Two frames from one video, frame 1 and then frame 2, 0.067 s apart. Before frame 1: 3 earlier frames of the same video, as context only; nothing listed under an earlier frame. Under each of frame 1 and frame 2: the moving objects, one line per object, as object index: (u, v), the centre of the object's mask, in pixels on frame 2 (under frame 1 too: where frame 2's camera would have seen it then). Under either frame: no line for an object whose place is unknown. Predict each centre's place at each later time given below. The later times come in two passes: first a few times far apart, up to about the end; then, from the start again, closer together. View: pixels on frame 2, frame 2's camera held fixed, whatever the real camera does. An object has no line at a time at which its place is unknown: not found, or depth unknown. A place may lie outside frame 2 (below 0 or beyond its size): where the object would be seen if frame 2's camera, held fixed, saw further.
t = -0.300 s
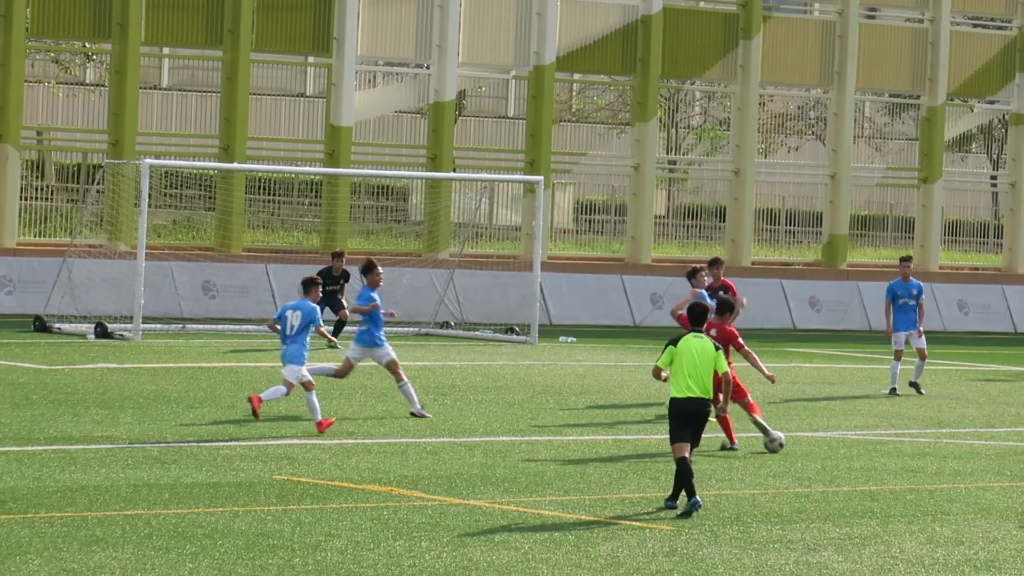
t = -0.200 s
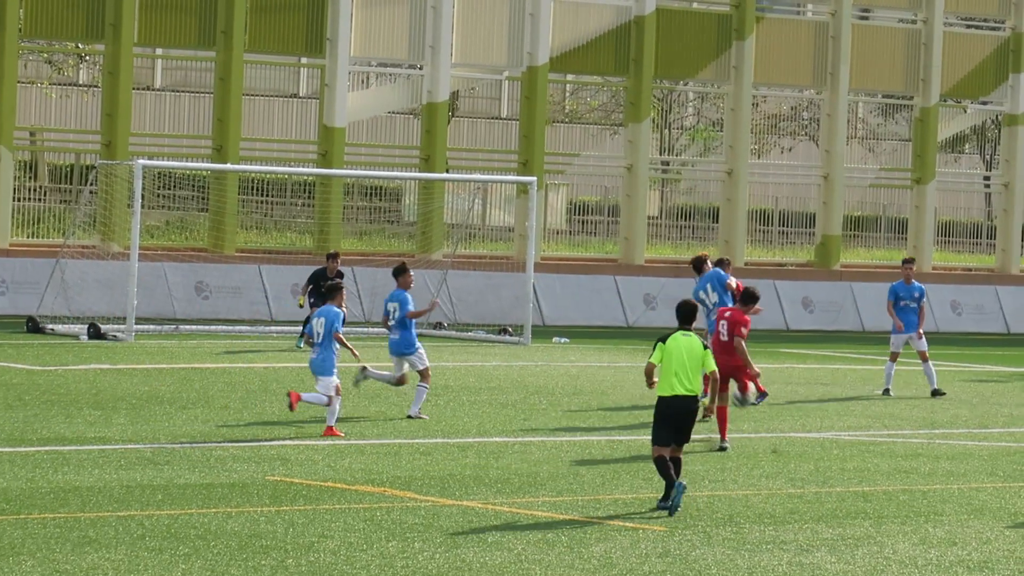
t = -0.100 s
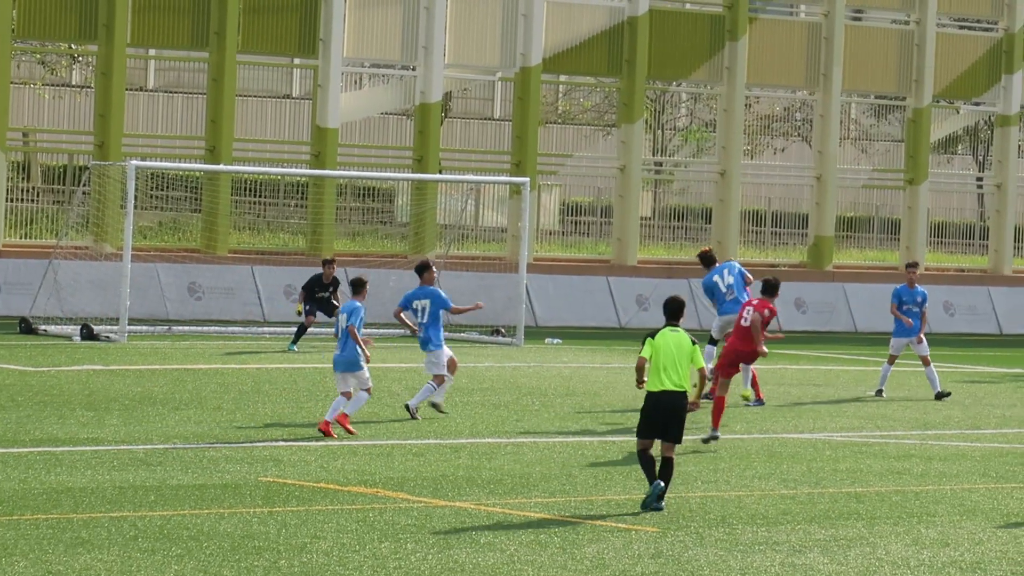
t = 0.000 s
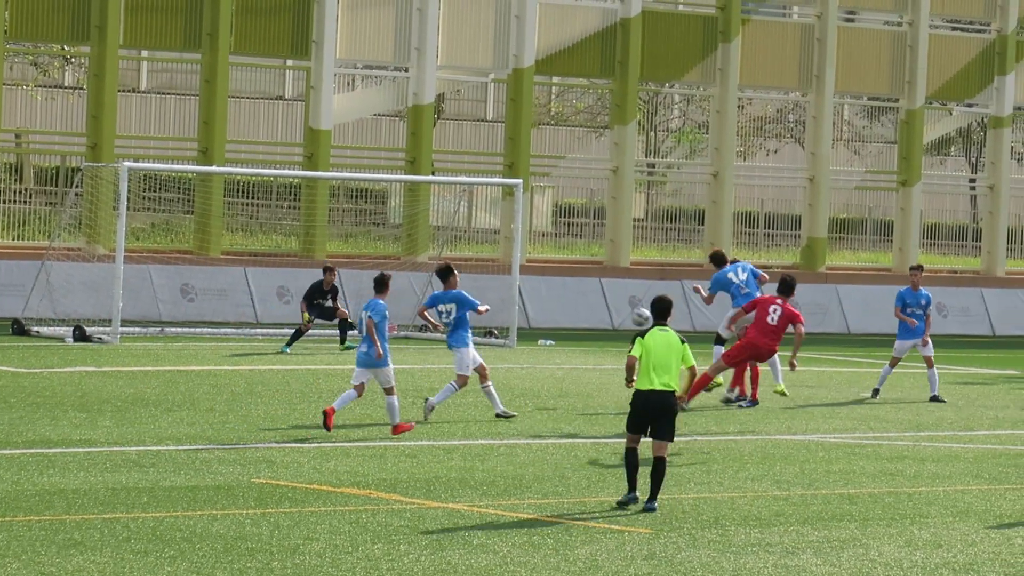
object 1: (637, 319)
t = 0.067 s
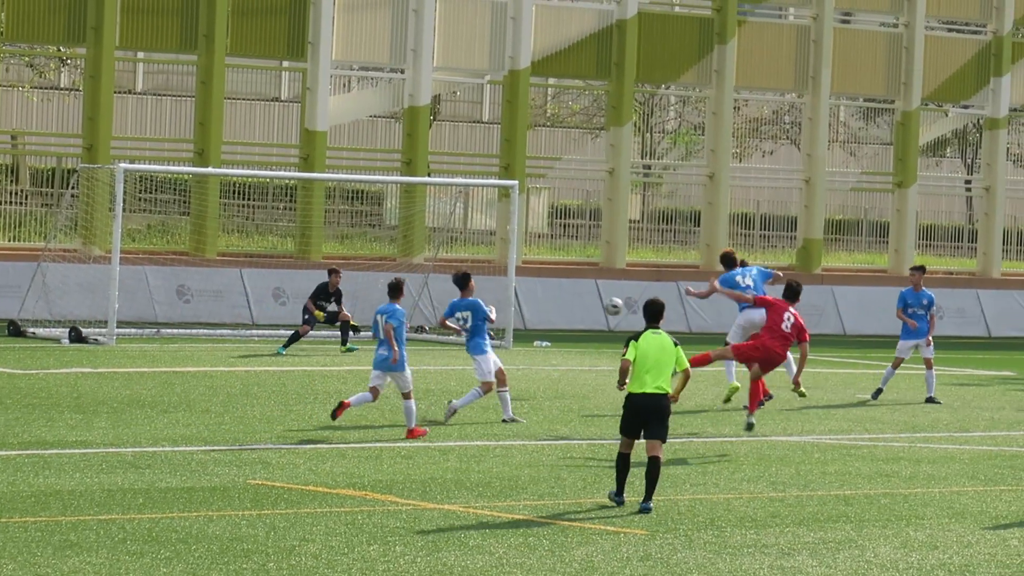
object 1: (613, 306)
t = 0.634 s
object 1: (476, 306)
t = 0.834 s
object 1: (327, 254)
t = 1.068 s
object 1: (210, 238)
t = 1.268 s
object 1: (140, 258)
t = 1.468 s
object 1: (69, 303)
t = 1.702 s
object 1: (83, 292)
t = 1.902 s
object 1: (99, 286)
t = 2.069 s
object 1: (116, 301)
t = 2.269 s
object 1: (134, 342)
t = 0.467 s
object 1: (518, 346)
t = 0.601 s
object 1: (498, 317)
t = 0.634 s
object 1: (476, 306)
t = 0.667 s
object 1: (451, 296)
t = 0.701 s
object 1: (426, 286)
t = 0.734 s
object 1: (402, 277)
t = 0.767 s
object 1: (376, 269)
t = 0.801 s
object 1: (352, 260)
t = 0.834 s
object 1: (327, 254)
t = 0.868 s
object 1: (304, 247)
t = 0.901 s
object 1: (283, 244)
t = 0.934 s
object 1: (266, 241)
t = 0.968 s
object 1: (250, 238)
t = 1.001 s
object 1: (236, 238)
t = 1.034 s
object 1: (223, 237)
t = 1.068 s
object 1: (210, 238)
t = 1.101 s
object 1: (198, 240)
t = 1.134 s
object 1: (187, 241)
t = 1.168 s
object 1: (175, 245)
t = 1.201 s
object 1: (164, 248)
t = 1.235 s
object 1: (152, 252)
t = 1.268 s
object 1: (140, 258)
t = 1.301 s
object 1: (127, 264)
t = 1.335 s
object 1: (120, 270)
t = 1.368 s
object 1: (103, 278)
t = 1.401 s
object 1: (91, 286)
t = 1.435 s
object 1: (78, 294)
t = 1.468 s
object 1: (69, 303)
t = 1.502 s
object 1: (66, 313)
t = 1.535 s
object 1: (73, 317)
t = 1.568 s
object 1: (74, 312)
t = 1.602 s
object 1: (76, 305)
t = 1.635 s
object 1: (78, 301)
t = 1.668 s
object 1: (80, 296)
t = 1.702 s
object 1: (83, 292)
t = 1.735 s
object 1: (85, 289)
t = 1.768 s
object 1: (87, 287)
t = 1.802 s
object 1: (89, 286)
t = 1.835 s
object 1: (92, 285)
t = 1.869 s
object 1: (95, 285)
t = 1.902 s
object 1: (99, 286)
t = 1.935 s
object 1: (101, 287)
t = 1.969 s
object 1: (104, 290)
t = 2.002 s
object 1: (105, 293)
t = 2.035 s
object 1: (107, 297)
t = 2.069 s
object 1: (116, 301)
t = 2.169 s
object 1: (124, 319)
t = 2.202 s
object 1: (126, 329)
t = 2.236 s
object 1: (128, 340)
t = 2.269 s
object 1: (134, 342)
